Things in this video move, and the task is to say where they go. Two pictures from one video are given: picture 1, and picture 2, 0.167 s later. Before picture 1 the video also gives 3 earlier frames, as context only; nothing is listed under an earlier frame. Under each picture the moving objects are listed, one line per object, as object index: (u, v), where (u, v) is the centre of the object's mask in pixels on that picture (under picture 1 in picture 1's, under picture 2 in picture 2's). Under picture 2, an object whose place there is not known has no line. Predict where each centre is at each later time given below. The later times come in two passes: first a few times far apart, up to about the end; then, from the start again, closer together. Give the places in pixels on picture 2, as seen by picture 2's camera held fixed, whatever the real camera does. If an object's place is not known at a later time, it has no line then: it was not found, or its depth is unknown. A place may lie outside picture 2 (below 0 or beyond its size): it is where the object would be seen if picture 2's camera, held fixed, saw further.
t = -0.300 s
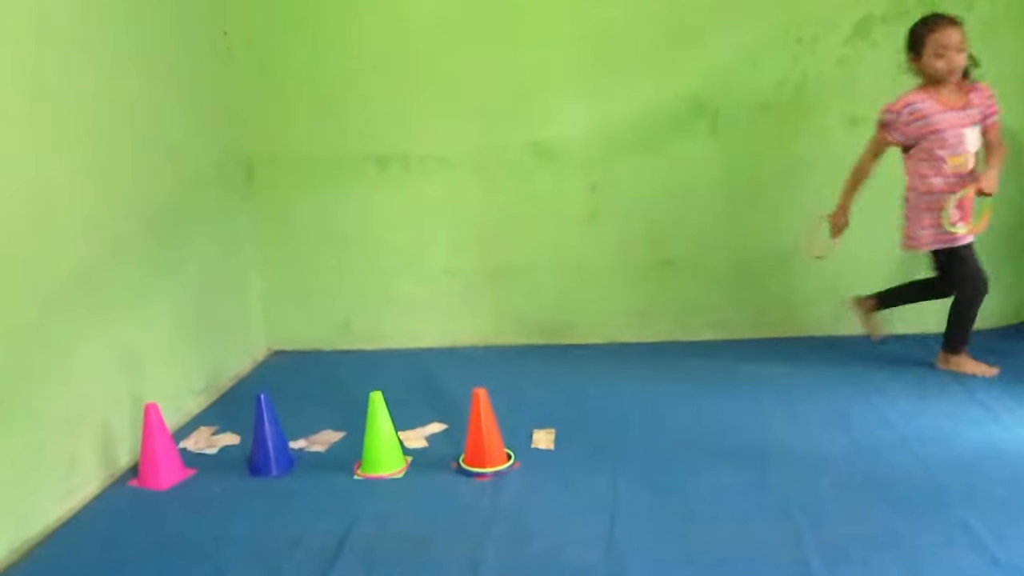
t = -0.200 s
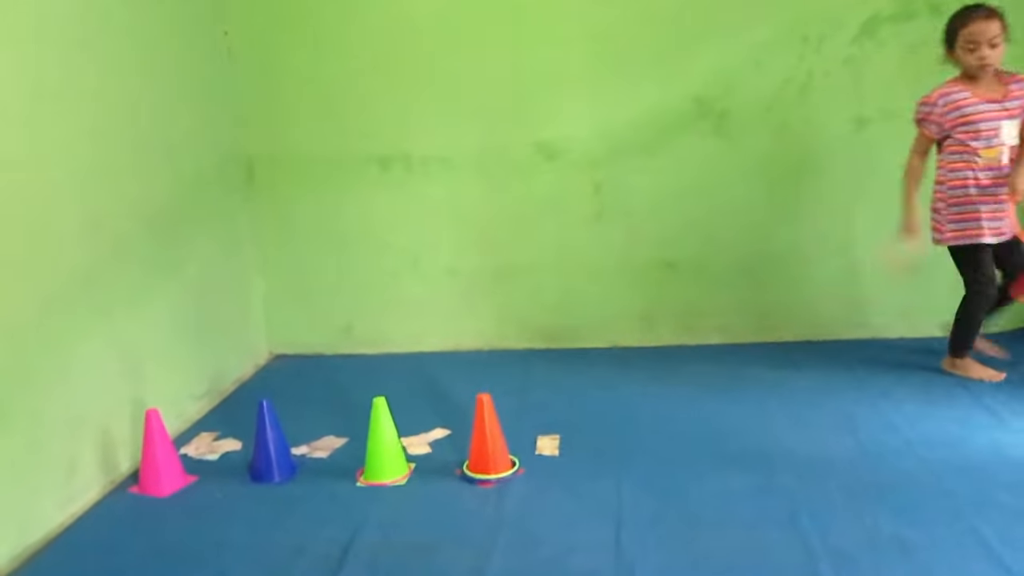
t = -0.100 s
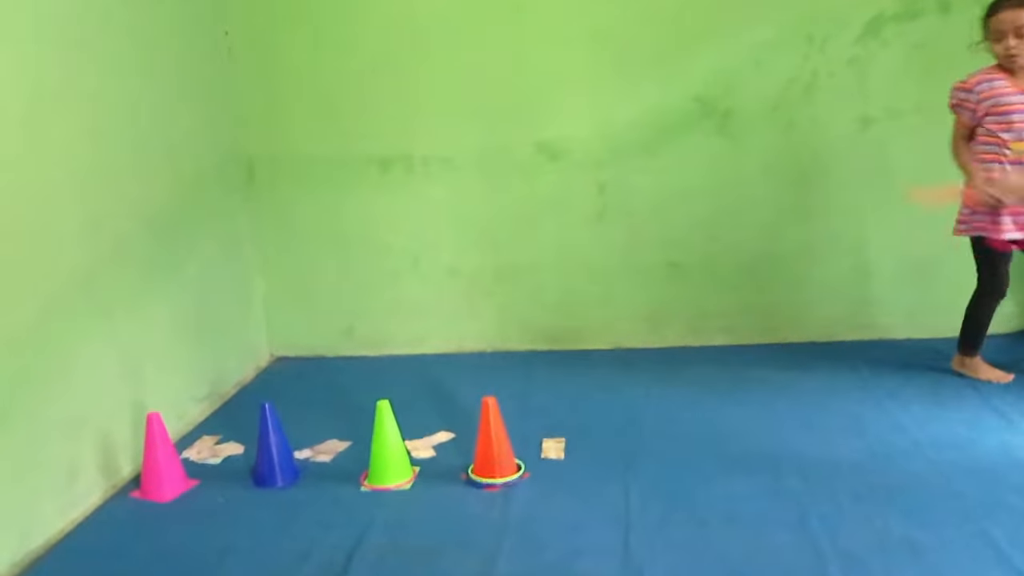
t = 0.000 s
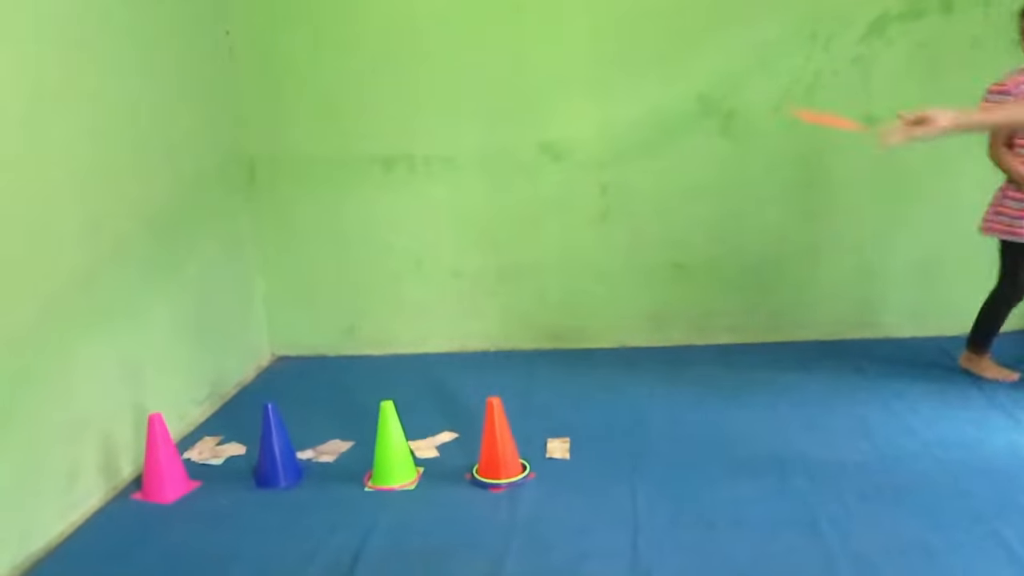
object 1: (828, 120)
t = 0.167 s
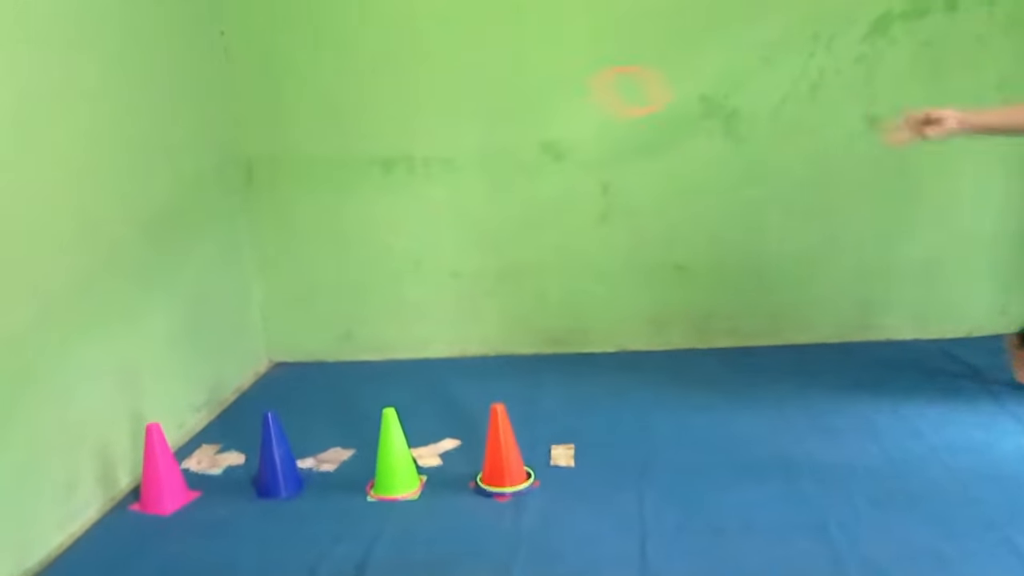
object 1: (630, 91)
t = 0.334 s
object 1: (452, 174)
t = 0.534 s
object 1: (276, 384)
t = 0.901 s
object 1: (227, 429)
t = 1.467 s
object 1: (335, 375)
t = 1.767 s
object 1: (375, 382)
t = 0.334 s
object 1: (452, 174)
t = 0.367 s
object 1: (420, 201)
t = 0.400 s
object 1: (389, 233)
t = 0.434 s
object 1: (359, 270)
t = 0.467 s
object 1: (329, 310)
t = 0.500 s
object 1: (302, 354)
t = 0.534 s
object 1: (276, 384)
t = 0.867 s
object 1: (219, 419)
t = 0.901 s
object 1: (227, 429)
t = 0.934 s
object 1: (237, 424)
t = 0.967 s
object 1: (236, 415)
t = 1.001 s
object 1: (254, 401)
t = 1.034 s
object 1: (261, 390)
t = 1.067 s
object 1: (271, 384)
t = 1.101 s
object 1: (278, 382)
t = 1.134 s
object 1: (286, 382)
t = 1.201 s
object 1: (303, 390)
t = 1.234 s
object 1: (306, 382)
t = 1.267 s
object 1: (310, 377)
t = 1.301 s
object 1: (312, 373)
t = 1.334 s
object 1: (316, 369)
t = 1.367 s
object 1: (323, 369)
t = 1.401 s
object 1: (326, 375)
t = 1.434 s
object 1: (330, 380)
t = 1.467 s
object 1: (335, 375)
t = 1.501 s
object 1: (333, 384)
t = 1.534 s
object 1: (344, 369)
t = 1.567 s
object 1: (349, 374)
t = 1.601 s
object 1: (357, 374)
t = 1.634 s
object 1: (366, 382)
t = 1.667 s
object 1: (369, 386)
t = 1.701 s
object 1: (372, 387)
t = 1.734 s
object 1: (373, 385)
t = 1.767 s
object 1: (375, 382)
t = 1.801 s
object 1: (377, 381)
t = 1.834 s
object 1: (378, 383)
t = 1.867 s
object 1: (379, 384)
